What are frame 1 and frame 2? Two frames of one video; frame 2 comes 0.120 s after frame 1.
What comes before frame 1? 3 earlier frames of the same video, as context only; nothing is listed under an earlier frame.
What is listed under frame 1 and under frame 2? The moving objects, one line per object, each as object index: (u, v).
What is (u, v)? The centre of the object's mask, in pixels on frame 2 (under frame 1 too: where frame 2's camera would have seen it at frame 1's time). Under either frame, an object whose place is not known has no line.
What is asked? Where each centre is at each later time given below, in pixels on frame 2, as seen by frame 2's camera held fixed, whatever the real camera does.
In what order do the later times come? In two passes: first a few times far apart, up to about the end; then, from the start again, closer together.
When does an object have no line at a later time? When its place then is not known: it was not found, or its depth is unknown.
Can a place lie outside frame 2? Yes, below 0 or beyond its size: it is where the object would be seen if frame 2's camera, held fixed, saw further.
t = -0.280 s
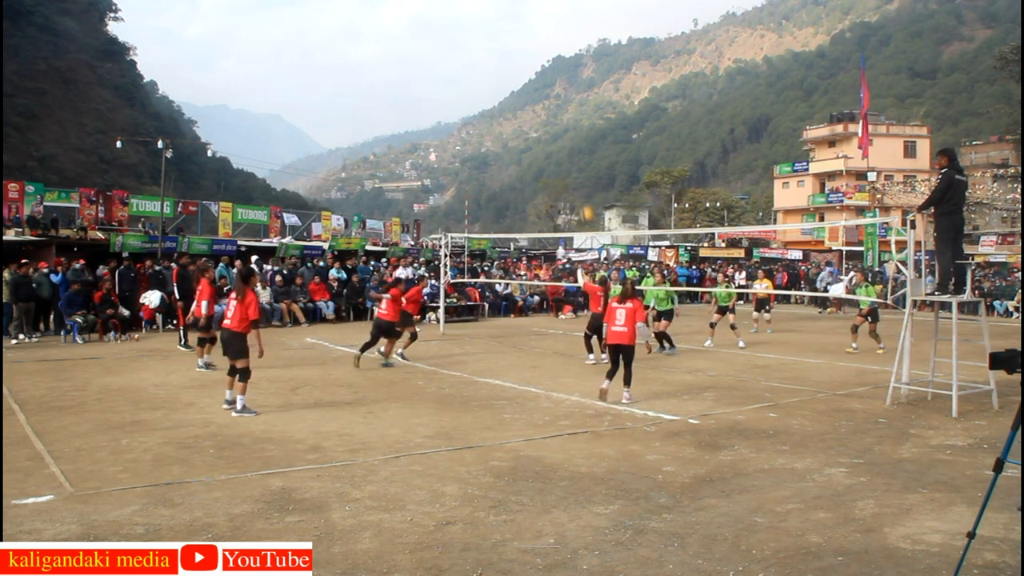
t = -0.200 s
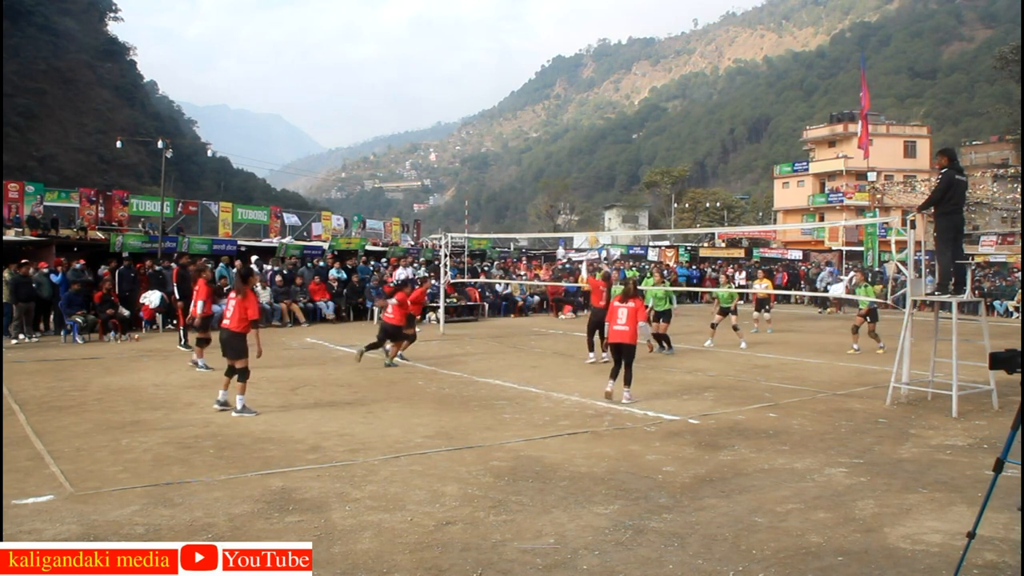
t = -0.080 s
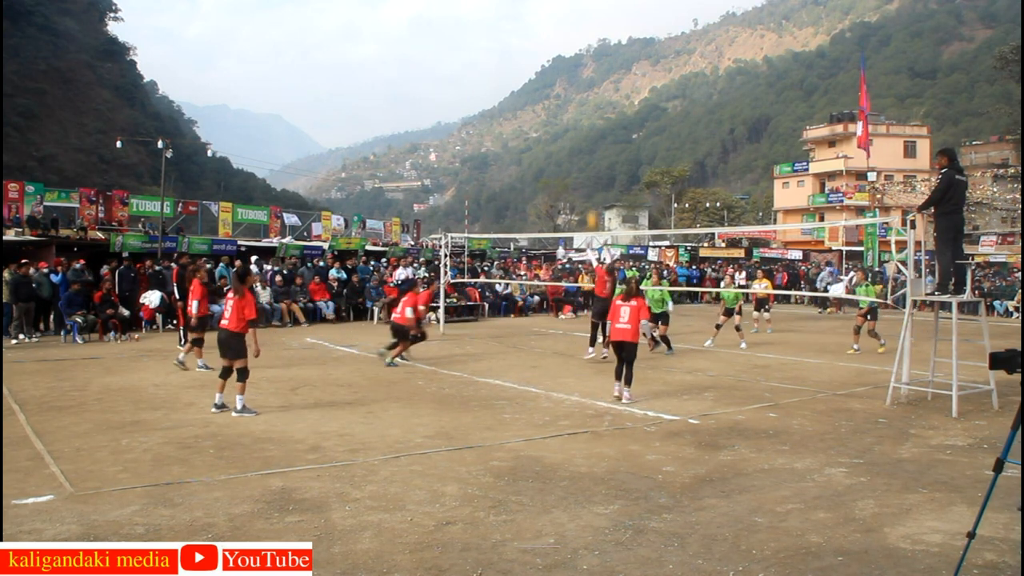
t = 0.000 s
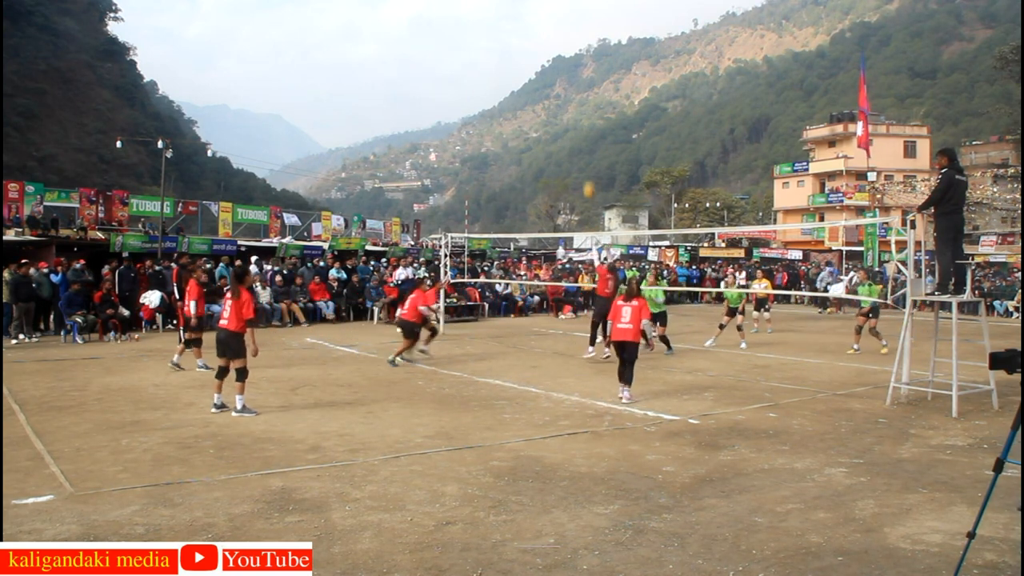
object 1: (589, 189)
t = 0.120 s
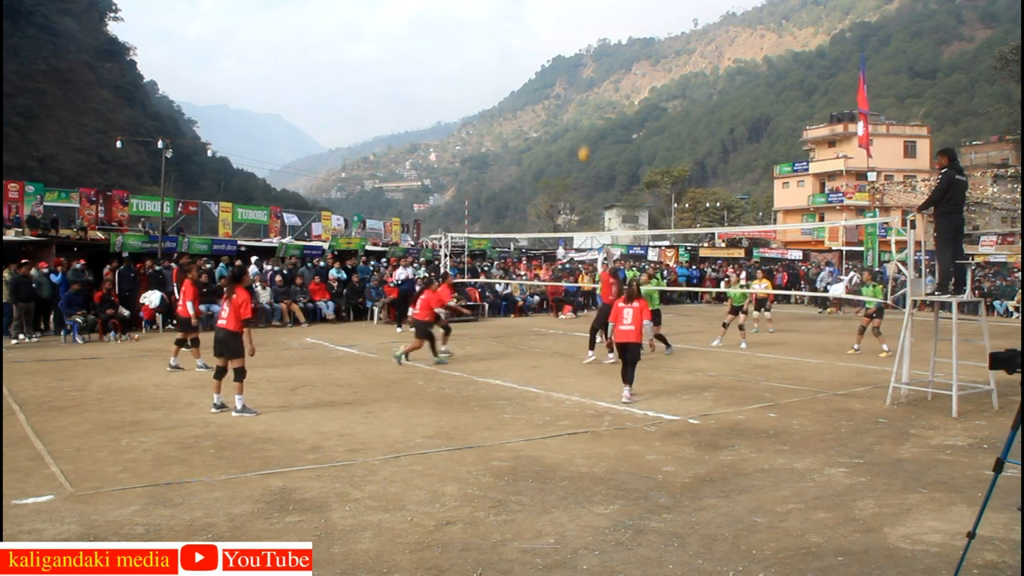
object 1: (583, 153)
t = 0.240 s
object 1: (580, 126)
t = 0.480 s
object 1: (571, 99)
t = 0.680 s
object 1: (564, 101)
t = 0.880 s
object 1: (557, 123)
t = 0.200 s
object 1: (581, 134)
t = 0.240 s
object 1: (580, 126)
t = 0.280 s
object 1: (578, 120)
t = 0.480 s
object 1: (571, 99)
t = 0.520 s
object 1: (570, 98)
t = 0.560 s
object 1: (569, 97)
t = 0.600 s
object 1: (567, 98)
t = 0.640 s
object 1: (565, 99)
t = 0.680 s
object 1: (564, 101)
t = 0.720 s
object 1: (562, 103)
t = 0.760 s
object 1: (562, 107)
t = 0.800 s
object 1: (561, 111)
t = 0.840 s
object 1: (559, 117)
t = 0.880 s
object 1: (557, 123)
